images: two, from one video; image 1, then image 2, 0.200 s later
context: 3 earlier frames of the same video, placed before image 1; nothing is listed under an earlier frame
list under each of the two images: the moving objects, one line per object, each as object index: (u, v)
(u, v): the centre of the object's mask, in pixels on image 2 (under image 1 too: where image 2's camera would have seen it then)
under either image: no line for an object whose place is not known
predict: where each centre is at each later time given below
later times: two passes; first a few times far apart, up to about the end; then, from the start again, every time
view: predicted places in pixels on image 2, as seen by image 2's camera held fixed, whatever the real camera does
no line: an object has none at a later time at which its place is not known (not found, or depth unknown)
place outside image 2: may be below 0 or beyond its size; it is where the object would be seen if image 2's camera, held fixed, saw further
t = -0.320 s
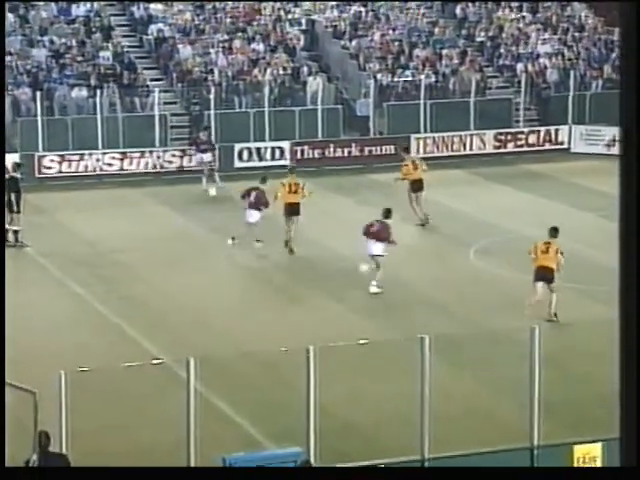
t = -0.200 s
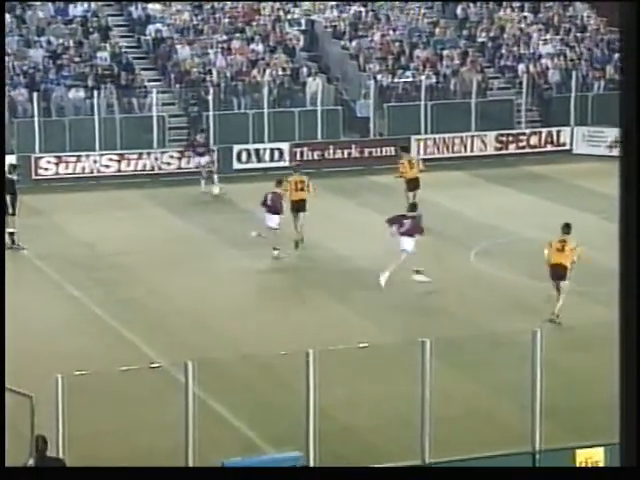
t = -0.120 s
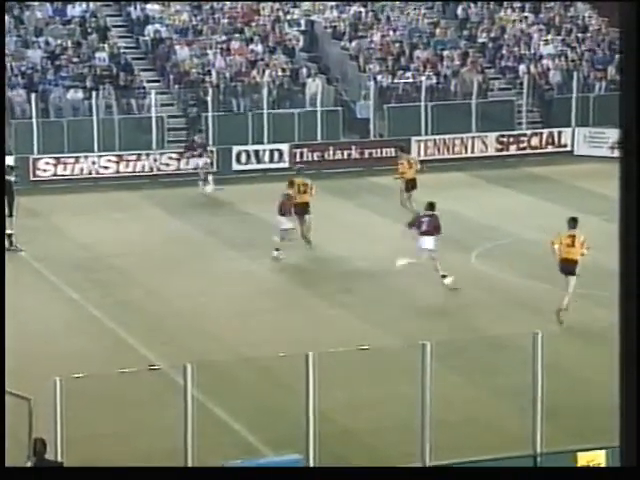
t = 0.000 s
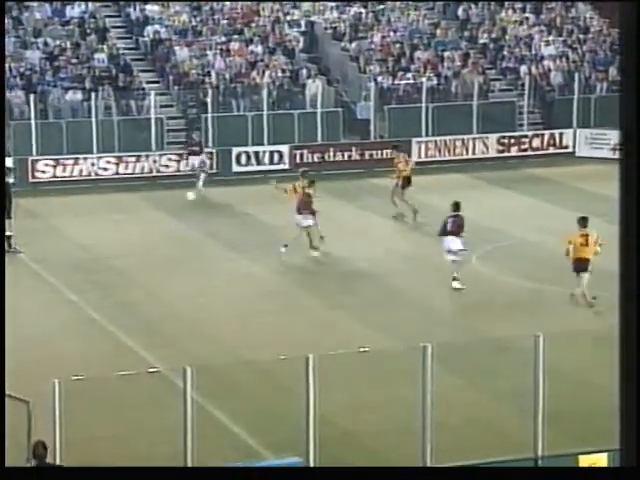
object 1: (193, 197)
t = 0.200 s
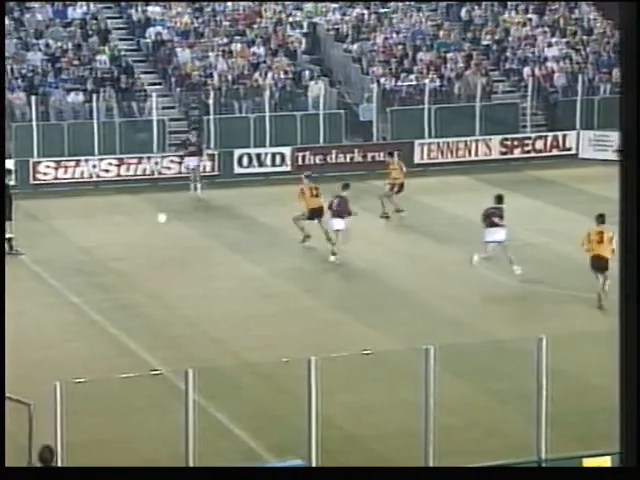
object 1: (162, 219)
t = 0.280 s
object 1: (149, 232)
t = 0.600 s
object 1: (97, 285)
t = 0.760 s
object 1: (74, 301)
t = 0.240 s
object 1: (155, 225)
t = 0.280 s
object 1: (149, 232)
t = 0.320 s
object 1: (142, 239)
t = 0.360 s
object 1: (135, 249)
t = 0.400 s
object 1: (129, 258)
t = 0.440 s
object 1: (122, 267)
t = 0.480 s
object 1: (116, 281)
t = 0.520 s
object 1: (110, 286)
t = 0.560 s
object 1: (103, 284)
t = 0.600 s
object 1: (97, 285)
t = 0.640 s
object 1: (91, 288)
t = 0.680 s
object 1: (87, 291)
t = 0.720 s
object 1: (80, 296)
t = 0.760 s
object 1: (74, 301)
